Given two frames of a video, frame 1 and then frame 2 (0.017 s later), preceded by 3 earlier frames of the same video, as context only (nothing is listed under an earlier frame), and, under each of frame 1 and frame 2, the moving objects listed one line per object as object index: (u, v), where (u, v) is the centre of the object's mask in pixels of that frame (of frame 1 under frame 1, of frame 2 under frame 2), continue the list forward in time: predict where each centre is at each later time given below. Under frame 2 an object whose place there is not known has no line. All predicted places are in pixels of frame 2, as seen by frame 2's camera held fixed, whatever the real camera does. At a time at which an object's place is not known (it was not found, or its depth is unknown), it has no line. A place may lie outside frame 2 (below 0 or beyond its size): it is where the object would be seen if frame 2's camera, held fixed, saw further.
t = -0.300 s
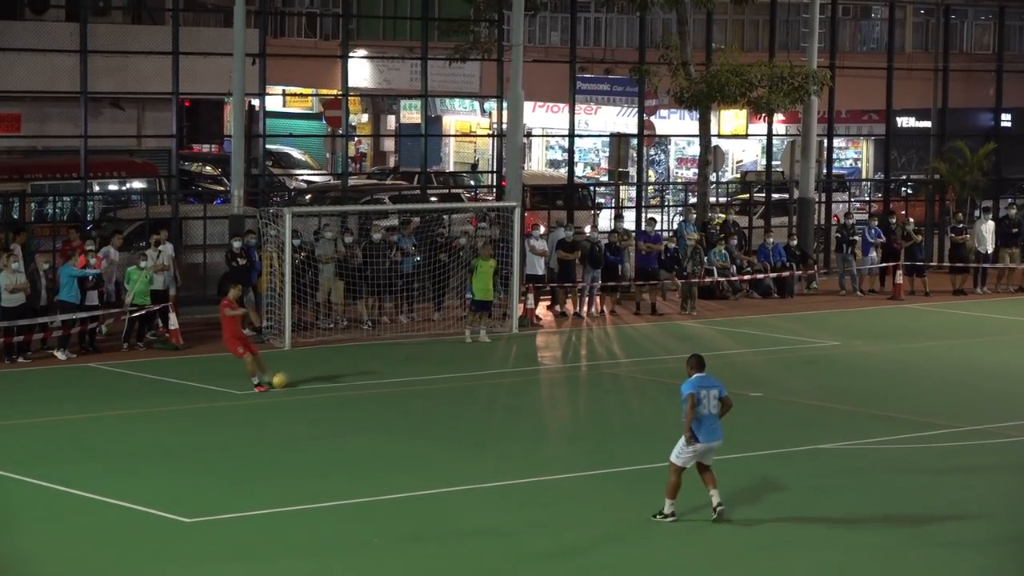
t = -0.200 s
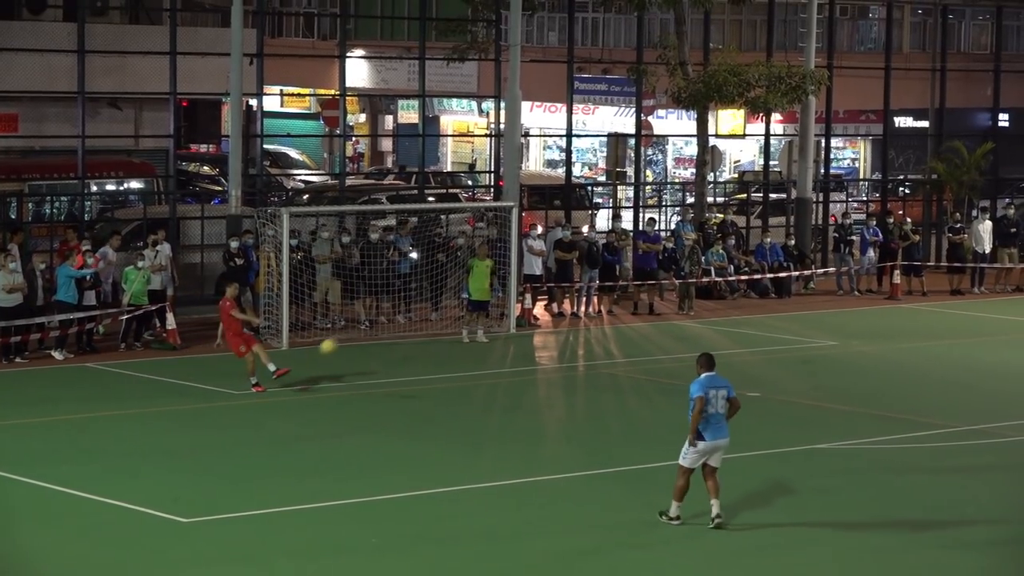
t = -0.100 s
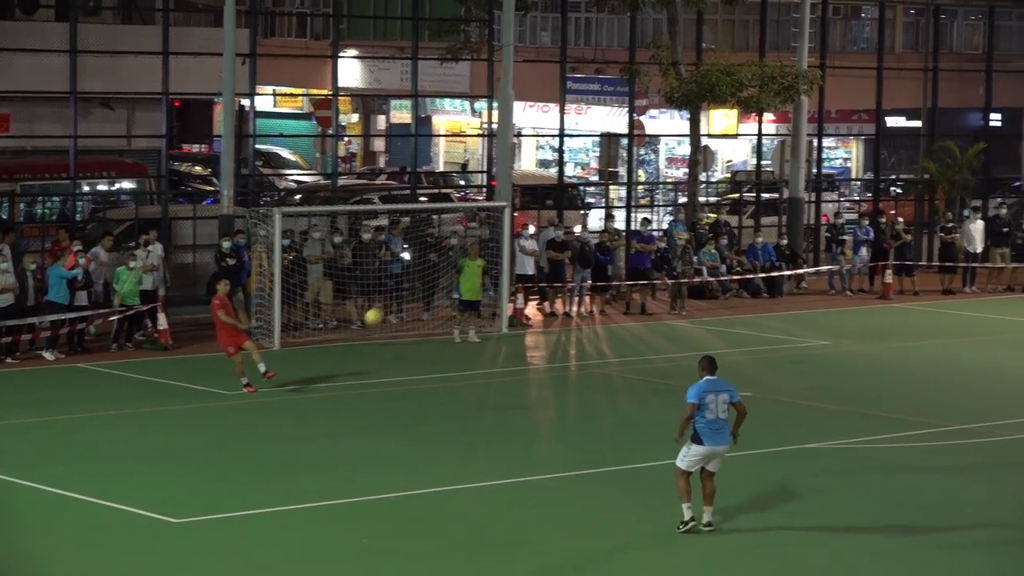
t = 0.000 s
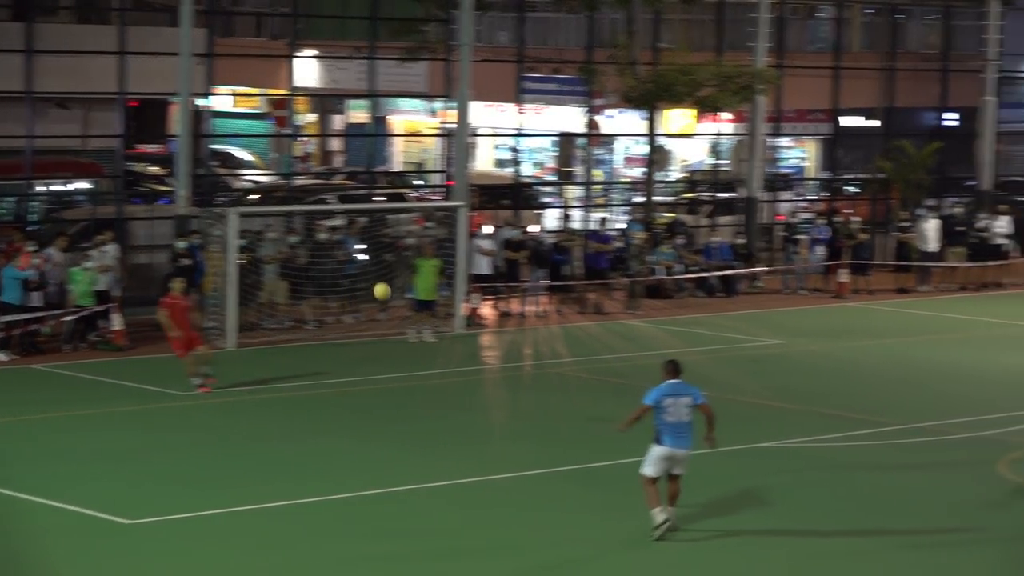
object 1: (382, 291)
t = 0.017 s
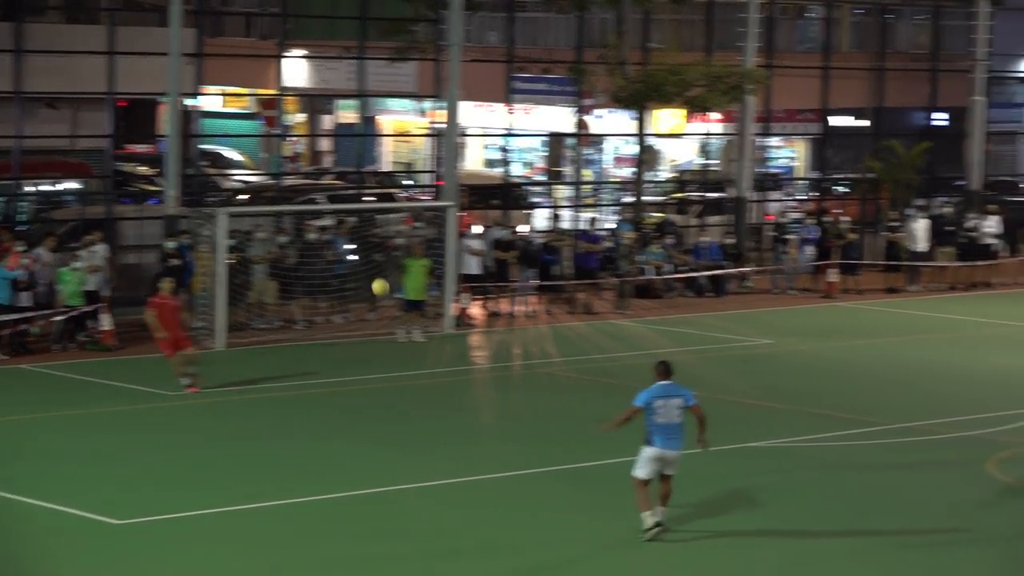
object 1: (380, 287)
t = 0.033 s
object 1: (388, 283)
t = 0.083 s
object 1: (416, 273)
